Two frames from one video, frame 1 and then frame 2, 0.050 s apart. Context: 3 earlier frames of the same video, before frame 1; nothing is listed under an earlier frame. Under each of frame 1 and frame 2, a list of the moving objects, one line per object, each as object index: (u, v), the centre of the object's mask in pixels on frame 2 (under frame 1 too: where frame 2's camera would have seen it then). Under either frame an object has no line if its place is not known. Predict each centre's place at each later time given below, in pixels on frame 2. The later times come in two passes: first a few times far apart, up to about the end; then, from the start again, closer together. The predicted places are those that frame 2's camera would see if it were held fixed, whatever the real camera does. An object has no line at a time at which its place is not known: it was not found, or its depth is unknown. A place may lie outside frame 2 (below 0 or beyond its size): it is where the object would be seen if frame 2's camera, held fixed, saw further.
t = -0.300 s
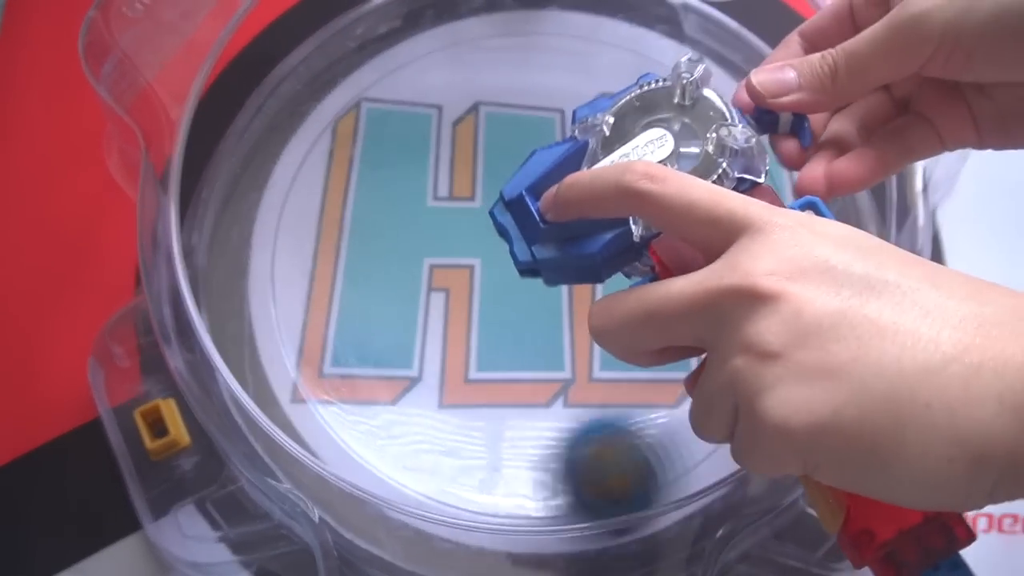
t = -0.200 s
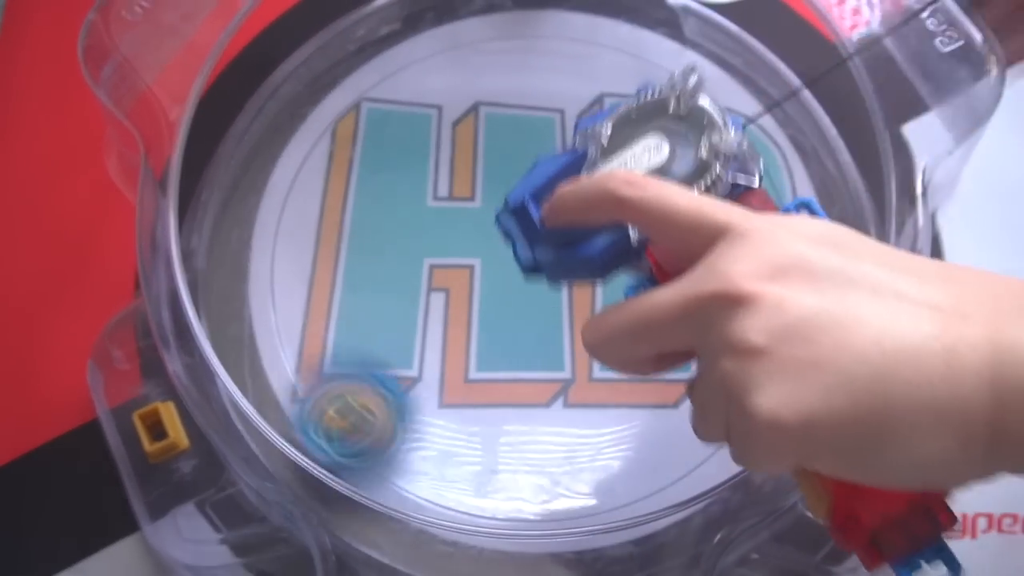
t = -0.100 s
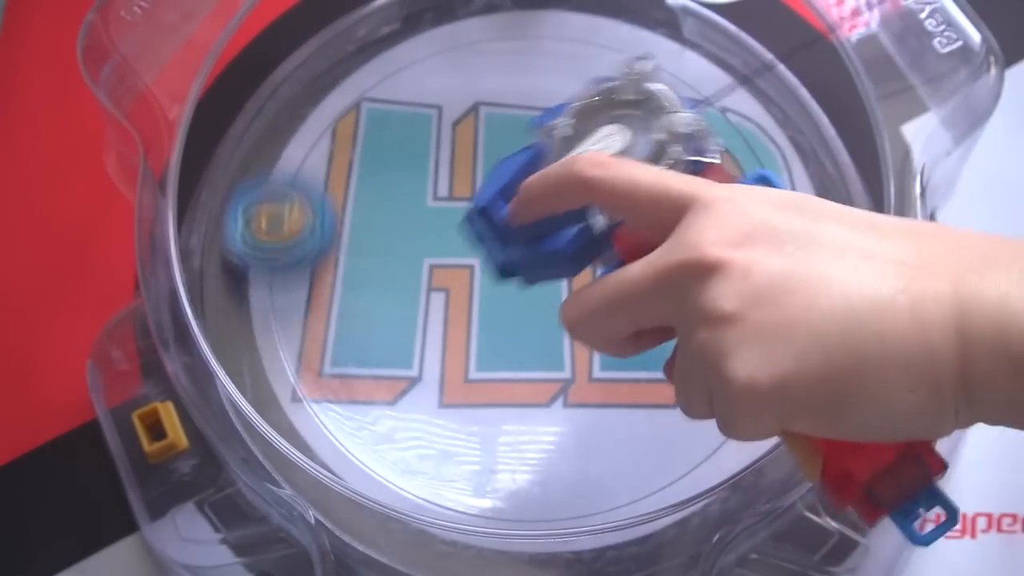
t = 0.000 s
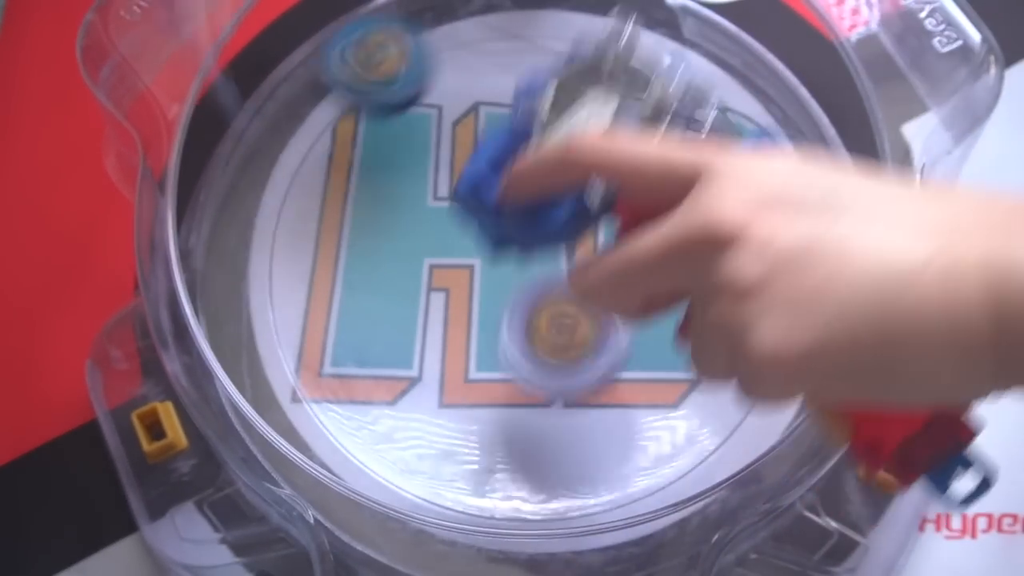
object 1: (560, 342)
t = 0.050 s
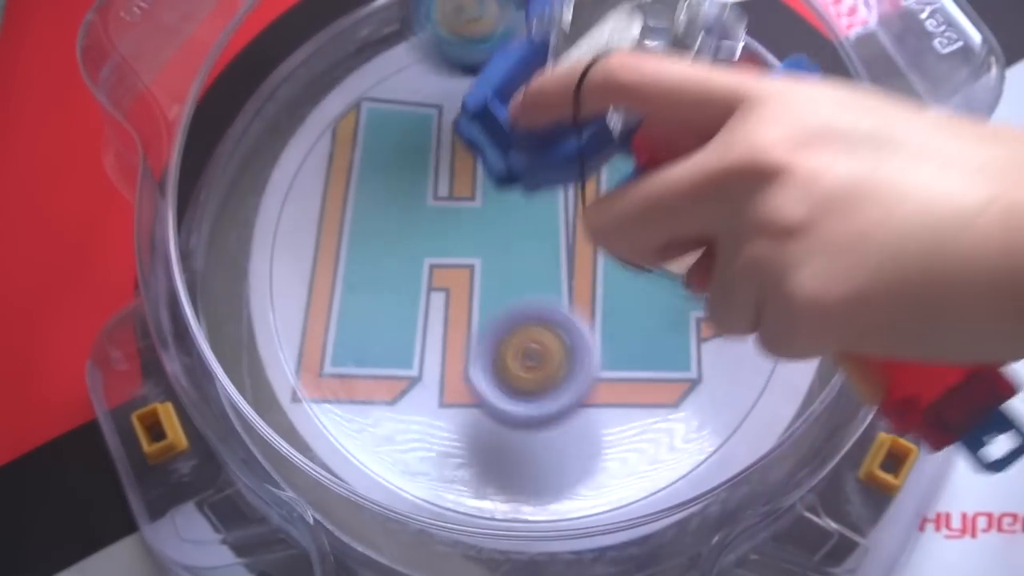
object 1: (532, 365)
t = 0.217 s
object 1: (425, 345)
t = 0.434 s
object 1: (415, 157)
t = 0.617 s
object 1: (547, 53)
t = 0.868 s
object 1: (771, 184)
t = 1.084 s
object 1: (607, 468)
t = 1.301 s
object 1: (284, 332)
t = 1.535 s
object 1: (457, 21)
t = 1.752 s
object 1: (760, 118)
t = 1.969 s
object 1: (616, 495)
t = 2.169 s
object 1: (269, 217)
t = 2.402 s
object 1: (649, 49)
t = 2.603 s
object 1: (726, 431)
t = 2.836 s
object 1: (267, 235)
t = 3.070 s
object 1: (604, 39)
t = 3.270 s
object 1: (796, 301)
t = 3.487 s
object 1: (393, 476)
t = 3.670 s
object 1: (295, 158)
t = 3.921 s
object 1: (585, 58)
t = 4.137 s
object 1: (679, 311)
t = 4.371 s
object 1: (475, 498)
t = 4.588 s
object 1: (288, 300)
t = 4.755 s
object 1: (371, 149)
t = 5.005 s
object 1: (644, 159)
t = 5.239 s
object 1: (741, 359)
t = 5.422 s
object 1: (596, 474)
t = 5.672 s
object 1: (374, 327)
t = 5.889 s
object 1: (452, 128)
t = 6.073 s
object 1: (612, 76)
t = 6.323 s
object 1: (770, 226)
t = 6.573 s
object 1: (576, 412)
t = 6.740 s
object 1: (406, 352)
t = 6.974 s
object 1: (348, 157)
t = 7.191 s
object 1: (488, 48)
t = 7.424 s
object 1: (671, 175)
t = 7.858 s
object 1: (431, 435)
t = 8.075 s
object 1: (308, 287)
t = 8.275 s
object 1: (415, 143)
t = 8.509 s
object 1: (634, 159)
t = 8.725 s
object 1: (729, 310)
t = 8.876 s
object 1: (674, 427)
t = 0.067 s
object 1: (521, 362)
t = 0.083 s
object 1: (510, 360)
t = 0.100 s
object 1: (498, 362)
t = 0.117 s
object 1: (486, 363)
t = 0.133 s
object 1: (475, 367)
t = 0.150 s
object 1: (464, 371)
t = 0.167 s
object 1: (453, 366)
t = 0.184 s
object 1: (443, 359)
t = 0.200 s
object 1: (434, 352)
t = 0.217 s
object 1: (425, 345)
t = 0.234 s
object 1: (417, 335)
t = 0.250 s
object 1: (411, 324)
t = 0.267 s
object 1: (406, 310)
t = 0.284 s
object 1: (400, 299)
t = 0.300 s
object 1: (398, 284)
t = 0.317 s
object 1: (396, 270)
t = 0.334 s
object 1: (394, 255)
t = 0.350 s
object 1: (394, 239)
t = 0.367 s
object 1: (398, 224)
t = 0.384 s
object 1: (400, 207)
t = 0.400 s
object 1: (404, 192)
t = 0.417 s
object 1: (410, 174)
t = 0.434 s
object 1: (415, 157)
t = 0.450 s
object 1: (424, 145)
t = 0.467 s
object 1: (432, 132)
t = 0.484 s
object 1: (441, 120)
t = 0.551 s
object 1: (488, 80)
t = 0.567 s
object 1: (501, 70)
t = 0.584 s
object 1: (516, 63)
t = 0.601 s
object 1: (531, 57)
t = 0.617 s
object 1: (547, 53)
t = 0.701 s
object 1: (634, 52)
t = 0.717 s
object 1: (651, 55)
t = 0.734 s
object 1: (668, 58)
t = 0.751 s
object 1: (684, 67)
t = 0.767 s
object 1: (700, 77)
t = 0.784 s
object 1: (715, 90)
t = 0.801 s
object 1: (728, 105)
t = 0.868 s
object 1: (771, 184)
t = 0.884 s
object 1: (775, 208)
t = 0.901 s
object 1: (780, 231)
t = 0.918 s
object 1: (781, 259)
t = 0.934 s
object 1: (774, 284)
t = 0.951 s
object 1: (767, 311)
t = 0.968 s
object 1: (756, 338)
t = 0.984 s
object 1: (742, 362)
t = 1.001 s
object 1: (727, 385)
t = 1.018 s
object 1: (707, 407)
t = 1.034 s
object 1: (685, 428)
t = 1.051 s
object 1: (662, 445)
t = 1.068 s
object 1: (633, 457)
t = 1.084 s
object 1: (607, 468)
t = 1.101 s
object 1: (581, 479)
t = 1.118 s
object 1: (550, 492)
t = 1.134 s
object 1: (523, 481)
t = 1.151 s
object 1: (494, 477)
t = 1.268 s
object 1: (316, 385)
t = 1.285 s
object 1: (300, 361)
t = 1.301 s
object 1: (284, 332)
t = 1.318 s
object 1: (277, 302)
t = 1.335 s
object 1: (273, 271)
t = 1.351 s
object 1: (274, 240)
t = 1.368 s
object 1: (274, 211)
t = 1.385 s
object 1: (283, 175)
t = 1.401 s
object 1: (297, 146)
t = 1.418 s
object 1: (311, 115)
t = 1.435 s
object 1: (326, 91)
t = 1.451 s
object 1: (342, 67)
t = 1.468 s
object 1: (364, 47)
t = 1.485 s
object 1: (382, 36)
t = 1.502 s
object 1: (406, 26)
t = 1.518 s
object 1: (426, 21)
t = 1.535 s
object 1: (457, 21)
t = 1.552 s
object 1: (484, 21)
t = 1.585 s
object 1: (537, 22)
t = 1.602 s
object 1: (566, 24)
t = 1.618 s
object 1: (590, 26)
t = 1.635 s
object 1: (615, 30)
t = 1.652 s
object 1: (639, 36)
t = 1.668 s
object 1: (662, 41)
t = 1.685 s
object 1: (685, 49)
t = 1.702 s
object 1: (705, 60)
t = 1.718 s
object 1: (727, 78)
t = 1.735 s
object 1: (745, 98)
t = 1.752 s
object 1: (760, 118)
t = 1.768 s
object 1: (773, 144)
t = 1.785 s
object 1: (788, 170)
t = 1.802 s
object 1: (796, 195)
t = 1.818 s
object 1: (801, 228)
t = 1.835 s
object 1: (797, 258)
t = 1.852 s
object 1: (794, 293)
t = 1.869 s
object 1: (785, 328)
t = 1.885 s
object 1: (776, 359)
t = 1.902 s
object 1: (752, 391)
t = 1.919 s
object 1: (727, 417)
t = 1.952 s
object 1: (663, 477)
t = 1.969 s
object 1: (616, 495)
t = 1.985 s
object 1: (572, 507)
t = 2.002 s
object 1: (523, 508)
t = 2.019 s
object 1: (477, 504)
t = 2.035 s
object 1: (431, 486)
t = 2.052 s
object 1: (389, 472)
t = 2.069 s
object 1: (357, 433)
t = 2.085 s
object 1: (322, 405)
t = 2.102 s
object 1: (297, 372)
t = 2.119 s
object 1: (277, 334)
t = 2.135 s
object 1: (266, 295)
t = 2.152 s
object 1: (266, 253)
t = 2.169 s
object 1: (269, 217)
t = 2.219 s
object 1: (318, 110)
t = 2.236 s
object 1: (340, 86)
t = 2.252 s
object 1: (371, 63)
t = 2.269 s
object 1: (402, 48)
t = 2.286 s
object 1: (432, 41)
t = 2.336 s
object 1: (529, 33)
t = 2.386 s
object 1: (621, 41)
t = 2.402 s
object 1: (649, 49)
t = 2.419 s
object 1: (679, 59)
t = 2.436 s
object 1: (707, 80)
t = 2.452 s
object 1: (733, 106)
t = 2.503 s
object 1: (788, 197)
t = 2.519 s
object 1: (796, 236)
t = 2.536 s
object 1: (799, 277)
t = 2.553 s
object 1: (791, 316)
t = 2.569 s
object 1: (777, 359)
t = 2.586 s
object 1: (748, 394)
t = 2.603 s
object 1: (726, 431)
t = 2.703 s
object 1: (446, 497)
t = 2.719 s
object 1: (402, 480)
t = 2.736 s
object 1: (363, 455)
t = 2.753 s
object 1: (337, 417)
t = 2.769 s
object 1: (306, 385)
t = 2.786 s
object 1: (286, 351)
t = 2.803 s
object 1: (270, 313)
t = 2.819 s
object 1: (266, 273)
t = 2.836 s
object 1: (267, 235)
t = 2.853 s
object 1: (274, 197)
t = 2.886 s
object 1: (308, 133)
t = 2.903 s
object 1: (327, 105)
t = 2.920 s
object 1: (351, 81)
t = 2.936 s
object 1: (377, 62)
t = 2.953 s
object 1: (406, 49)
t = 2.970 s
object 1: (433, 42)
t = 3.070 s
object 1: (604, 39)
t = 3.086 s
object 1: (629, 44)
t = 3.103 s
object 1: (654, 49)
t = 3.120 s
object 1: (678, 59)
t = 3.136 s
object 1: (703, 76)
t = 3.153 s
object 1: (724, 96)
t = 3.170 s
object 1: (745, 117)
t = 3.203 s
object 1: (776, 169)
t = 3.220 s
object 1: (788, 198)
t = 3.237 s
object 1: (799, 230)
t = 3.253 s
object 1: (800, 264)
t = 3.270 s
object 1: (796, 301)
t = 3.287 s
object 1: (789, 335)
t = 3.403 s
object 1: (587, 510)
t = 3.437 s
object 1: (504, 512)
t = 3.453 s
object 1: (463, 506)
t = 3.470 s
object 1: (425, 494)
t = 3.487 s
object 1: (393, 476)
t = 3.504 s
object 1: (362, 455)
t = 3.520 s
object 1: (343, 421)
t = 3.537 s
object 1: (317, 395)
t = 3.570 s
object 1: (283, 340)
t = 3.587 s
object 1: (272, 310)
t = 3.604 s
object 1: (270, 278)
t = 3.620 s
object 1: (270, 245)
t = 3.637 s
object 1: (275, 213)
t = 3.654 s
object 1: (283, 183)
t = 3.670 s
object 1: (295, 158)
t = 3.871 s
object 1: (528, 41)
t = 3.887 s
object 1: (548, 45)
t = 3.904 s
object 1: (566, 50)
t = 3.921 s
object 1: (585, 58)
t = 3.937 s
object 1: (602, 74)
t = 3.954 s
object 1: (617, 89)
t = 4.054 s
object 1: (681, 206)
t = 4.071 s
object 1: (683, 225)
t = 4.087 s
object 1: (684, 247)
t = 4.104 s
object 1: (684, 267)
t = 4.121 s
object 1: (682, 290)
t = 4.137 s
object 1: (679, 311)
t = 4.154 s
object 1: (675, 332)
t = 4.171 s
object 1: (669, 352)
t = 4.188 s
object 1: (661, 370)
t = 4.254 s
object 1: (611, 443)
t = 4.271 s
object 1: (597, 455)
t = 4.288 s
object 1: (579, 467)
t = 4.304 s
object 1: (559, 485)
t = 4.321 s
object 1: (540, 492)
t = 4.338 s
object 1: (519, 497)
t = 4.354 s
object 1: (497, 500)
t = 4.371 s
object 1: (475, 498)
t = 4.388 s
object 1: (455, 488)
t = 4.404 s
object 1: (437, 470)
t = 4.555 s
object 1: (299, 339)
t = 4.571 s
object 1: (293, 320)
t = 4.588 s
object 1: (288, 300)
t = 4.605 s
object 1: (288, 282)
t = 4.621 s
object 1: (290, 264)
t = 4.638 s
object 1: (293, 248)
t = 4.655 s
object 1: (298, 231)
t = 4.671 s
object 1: (306, 216)
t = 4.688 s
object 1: (317, 200)
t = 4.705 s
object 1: (329, 186)
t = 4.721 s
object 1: (340, 172)
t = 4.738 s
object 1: (356, 160)
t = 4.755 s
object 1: (371, 149)
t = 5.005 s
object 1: (644, 159)
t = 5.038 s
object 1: (675, 181)
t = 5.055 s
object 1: (687, 192)
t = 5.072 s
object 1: (697, 202)
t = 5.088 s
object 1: (704, 219)
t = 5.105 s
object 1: (716, 231)
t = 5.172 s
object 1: (740, 293)
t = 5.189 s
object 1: (743, 310)
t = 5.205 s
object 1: (744, 327)
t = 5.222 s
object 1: (744, 342)
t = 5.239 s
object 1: (741, 359)
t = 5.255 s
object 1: (739, 376)
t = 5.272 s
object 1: (735, 391)
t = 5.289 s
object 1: (725, 405)
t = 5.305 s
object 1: (716, 416)
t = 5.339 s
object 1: (684, 442)
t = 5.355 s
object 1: (669, 452)
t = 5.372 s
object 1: (653, 460)
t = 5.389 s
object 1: (633, 466)
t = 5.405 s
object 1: (614, 471)
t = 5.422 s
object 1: (596, 474)
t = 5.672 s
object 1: (374, 327)
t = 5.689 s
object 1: (372, 308)
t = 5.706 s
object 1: (371, 291)
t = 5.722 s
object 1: (373, 272)
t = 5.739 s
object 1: (375, 254)
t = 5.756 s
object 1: (378, 239)
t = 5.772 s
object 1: (383, 221)
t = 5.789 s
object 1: (391, 208)
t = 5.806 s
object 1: (397, 191)
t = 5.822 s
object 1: (407, 177)
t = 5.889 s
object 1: (452, 128)
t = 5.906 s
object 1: (464, 117)
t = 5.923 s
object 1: (478, 108)
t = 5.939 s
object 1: (492, 100)
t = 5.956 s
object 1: (505, 93)
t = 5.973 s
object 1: (520, 89)
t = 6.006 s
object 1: (549, 81)
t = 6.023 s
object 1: (566, 76)
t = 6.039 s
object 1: (580, 77)
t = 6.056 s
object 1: (594, 74)
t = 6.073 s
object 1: (612, 76)
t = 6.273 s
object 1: (758, 176)
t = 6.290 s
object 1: (765, 192)
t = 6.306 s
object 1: (769, 210)
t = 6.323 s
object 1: (770, 226)
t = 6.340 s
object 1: (769, 244)
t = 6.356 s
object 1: (767, 262)
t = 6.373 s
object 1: (764, 281)
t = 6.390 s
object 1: (755, 299)
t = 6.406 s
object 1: (747, 319)
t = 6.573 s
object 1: (576, 412)
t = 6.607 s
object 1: (536, 411)
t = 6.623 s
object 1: (519, 407)
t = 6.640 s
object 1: (501, 402)
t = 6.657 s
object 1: (483, 396)
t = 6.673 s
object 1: (466, 389)
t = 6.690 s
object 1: (450, 381)
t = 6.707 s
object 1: (434, 372)
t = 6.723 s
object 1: (418, 362)
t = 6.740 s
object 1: (406, 352)
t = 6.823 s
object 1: (359, 286)
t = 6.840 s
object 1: (352, 273)
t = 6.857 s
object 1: (346, 258)
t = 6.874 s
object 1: (344, 242)
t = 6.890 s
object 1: (341, 228)
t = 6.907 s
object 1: (340, 213)
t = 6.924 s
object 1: (340, 199)
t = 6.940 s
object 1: (343, 185)
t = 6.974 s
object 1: (348, 157)
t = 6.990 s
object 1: (352, 144)
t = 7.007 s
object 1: (356, 129)
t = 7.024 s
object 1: (364, 117)
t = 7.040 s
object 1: (371, 107)
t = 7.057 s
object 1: (382, 95)
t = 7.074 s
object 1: (391, 85)
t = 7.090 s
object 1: (404, 73)
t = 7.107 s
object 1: (417, 66)
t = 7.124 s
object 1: (430, 59)
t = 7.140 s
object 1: (443, 54)
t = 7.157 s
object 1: (459, 50)
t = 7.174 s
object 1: (473, 48)
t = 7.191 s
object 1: (488, 48)
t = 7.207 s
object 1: (504, 47)
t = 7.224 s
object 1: (521, 49)
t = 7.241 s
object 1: (537, 50)
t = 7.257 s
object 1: (554, 54)
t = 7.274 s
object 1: (569, 58)
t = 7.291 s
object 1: (585, 68)
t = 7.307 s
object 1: (599, 79)
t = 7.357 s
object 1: (636, 114)
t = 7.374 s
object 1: (647, 127)
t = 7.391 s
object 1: (657, 143)
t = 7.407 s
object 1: (664, 157)
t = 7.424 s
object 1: (671, 175)
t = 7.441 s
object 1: (678, 192)
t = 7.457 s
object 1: (681, 207)
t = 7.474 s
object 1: (682, 224)
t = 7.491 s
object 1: (681, 243)
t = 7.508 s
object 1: (680, 260)
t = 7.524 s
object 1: (677, 276)
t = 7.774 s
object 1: (509, 439)
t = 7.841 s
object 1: (445, 437)
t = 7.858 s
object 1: (431, 435)
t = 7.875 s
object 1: (414, 429)
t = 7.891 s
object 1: (399, 425)
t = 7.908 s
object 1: (384, 417)
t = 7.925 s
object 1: (371, 408)
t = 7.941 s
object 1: (358, 398)
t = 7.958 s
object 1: (348, 388)
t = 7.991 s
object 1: (329, 363)
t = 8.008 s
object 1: (322, 348)
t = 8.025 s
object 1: (314, 335)
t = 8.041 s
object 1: (312, 318)
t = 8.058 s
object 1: (307, 303)
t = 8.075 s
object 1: (308, 287)
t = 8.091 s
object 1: (309, 273)
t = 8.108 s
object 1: (311, 259)
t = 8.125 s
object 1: (317, 241)
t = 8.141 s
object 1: (321, 230)
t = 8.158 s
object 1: (330, 213)
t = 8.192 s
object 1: (350, 188)
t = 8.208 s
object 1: (361, 178)
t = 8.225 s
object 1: (373, 167)
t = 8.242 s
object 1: (386, 156)
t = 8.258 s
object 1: (400, 151)
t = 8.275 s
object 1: (415, 143)
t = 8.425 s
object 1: (559, 130)
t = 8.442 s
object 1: (576, 135)
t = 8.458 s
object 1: (590, 140)
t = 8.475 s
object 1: (605, 146)
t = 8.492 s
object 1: (619, 153)
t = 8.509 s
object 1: (634, 159)
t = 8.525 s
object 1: (645, 169)
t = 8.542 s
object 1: (657, 176)
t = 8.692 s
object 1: (726, 283)
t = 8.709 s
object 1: (728, 297)
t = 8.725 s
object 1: (729, 310)
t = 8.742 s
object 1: (729, 326)
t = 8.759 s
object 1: (728, 339)
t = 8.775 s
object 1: (725, 354)
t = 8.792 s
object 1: (722, 366)
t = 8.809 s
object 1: (714, 382)
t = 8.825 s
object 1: (707, 395)
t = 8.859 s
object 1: (686, 416)
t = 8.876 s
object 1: (674, 427)
